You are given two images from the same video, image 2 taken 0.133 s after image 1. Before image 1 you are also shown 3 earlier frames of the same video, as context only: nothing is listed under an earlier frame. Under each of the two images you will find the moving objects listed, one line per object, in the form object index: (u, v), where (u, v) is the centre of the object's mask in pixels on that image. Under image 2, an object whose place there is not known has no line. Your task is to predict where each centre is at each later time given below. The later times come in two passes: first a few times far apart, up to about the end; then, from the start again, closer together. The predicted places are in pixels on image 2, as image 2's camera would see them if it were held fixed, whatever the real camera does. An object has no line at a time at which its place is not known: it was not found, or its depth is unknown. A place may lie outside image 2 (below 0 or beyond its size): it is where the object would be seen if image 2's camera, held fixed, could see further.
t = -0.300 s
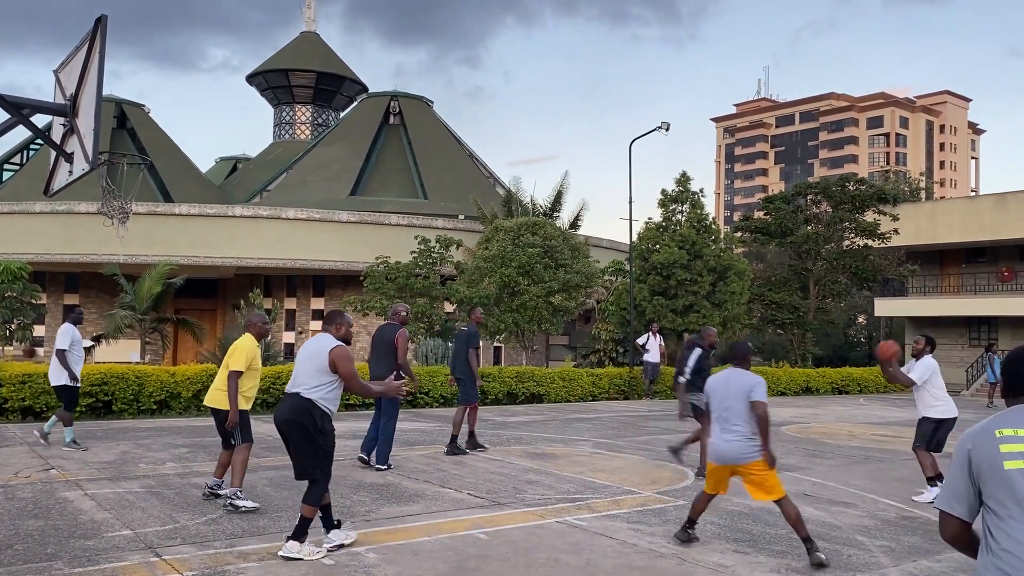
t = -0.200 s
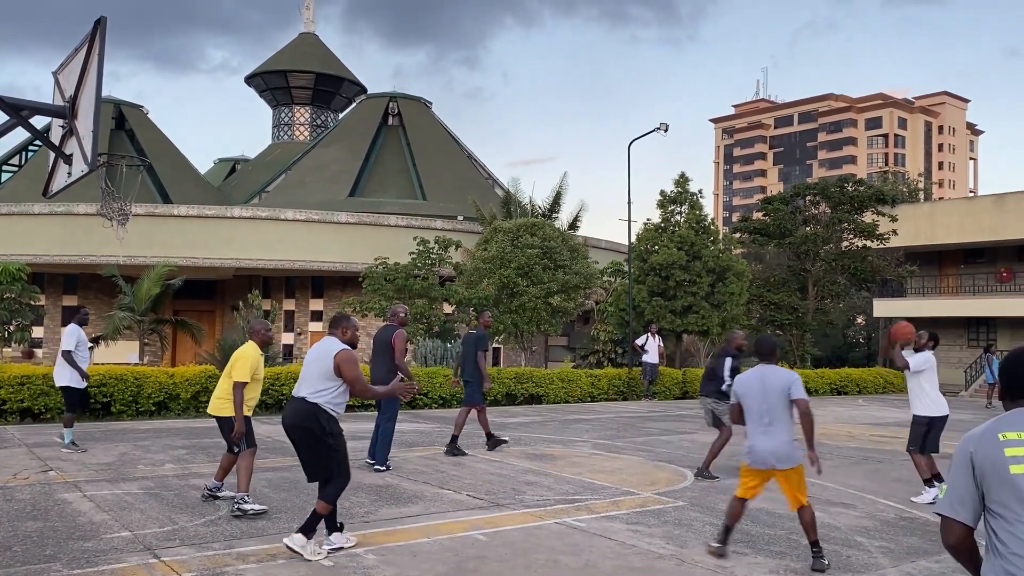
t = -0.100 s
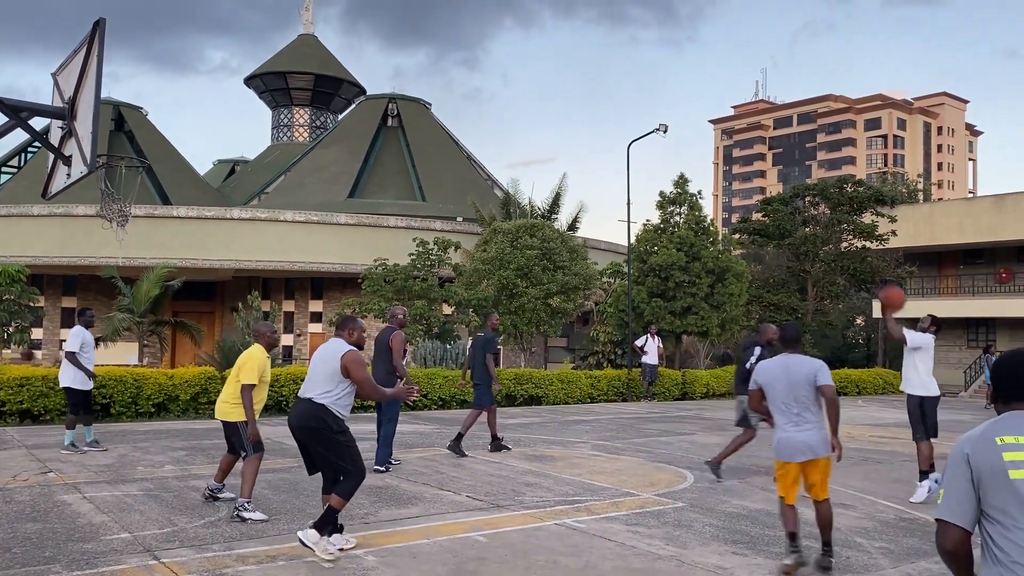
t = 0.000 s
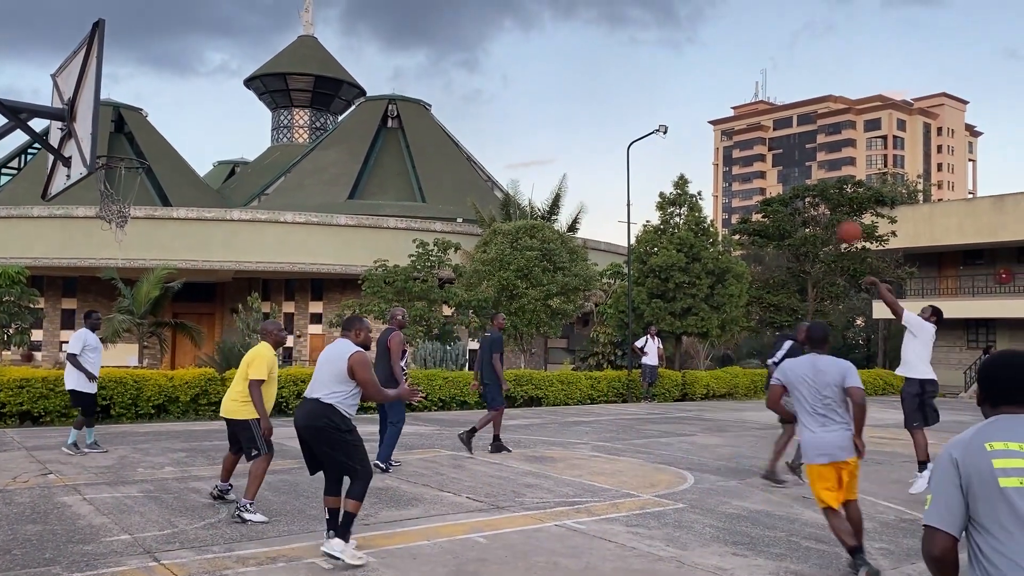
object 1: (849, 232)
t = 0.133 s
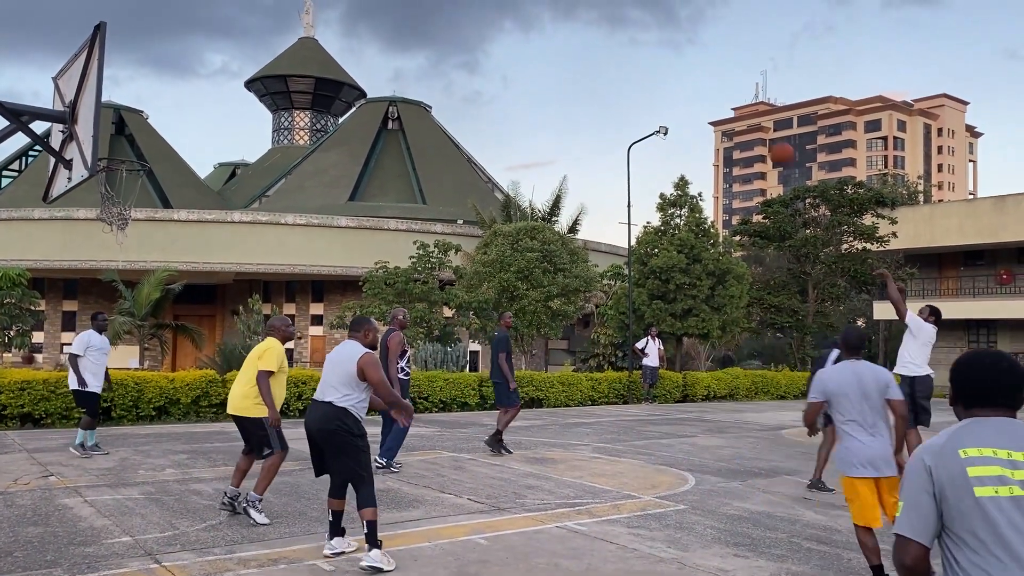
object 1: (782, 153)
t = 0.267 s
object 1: (712, 90)
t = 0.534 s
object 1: (568, 12)
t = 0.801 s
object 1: (416, 3)
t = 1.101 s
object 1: (232, 82)
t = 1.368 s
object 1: (145, 78)
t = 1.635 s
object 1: (151, -23)
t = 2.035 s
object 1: (154, -32)
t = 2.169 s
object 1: (153, -3)
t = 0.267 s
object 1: (712, 90)
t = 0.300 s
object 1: (694, 77)
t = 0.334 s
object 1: (676, 65)
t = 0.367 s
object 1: (659, 53)
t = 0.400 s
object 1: (641, 43)
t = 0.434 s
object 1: (623, 34)
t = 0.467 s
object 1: (605, 26)
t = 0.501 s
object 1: (587, 18)
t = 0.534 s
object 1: (568, 12)
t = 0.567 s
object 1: (550, 7)
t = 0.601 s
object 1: (531, 4)
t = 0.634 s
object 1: (512, 2)
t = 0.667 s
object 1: (493, 1)
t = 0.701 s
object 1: (474, 0)
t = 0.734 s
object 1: (455, 0)
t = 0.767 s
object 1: (436, 1)
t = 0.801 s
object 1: (416, 3)
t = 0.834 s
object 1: (396, 7)
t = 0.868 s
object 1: (377, 12)
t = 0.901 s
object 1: (357, 18)
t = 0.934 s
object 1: (336, 26)
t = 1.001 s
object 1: (296, 45)
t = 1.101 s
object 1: (232, 82)
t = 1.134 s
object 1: (210, 98)
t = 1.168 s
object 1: (187, 114)
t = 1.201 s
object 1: (164, 133)
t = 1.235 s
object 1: (144, 151)
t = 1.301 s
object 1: (143, 116)
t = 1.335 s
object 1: (145, 97)
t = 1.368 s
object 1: (145, 78)
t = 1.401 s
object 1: (146, 60)
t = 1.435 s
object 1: (147, 44)
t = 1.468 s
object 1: (147, 29)
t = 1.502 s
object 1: (148, 15)
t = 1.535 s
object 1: (149, 1)
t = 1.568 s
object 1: (150, -11)
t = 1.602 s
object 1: (150, -18)
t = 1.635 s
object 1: (151, -23)
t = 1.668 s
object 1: (152, -27)
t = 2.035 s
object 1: (154, -32)
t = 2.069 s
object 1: (154, -28)
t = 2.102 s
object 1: (154, -23)
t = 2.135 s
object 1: (153, -16)
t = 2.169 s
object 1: (153, -3)
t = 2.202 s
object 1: (153, 12)
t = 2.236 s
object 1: (152, 30)
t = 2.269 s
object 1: (152, 49)
